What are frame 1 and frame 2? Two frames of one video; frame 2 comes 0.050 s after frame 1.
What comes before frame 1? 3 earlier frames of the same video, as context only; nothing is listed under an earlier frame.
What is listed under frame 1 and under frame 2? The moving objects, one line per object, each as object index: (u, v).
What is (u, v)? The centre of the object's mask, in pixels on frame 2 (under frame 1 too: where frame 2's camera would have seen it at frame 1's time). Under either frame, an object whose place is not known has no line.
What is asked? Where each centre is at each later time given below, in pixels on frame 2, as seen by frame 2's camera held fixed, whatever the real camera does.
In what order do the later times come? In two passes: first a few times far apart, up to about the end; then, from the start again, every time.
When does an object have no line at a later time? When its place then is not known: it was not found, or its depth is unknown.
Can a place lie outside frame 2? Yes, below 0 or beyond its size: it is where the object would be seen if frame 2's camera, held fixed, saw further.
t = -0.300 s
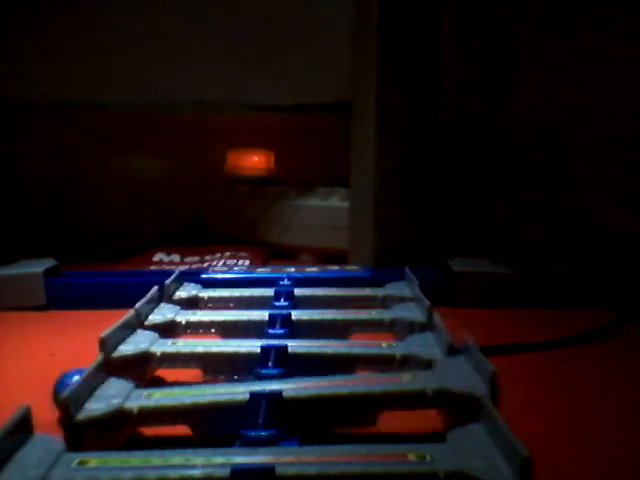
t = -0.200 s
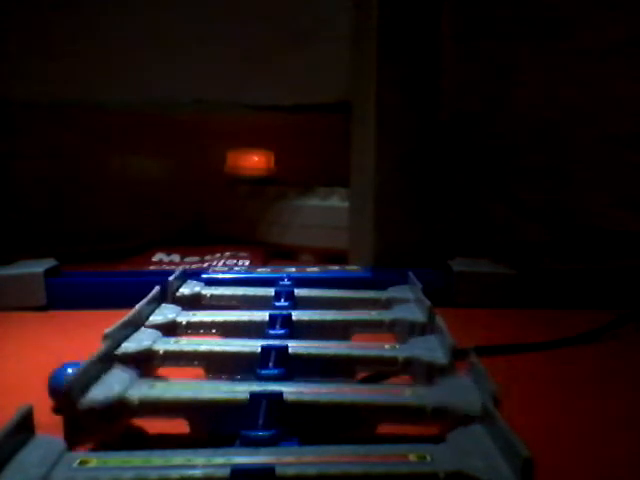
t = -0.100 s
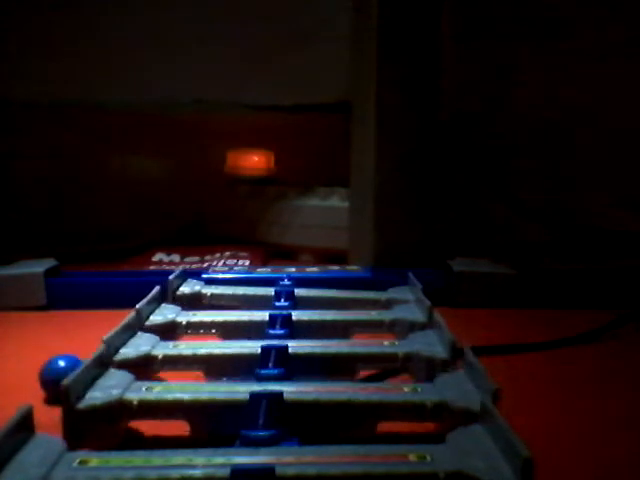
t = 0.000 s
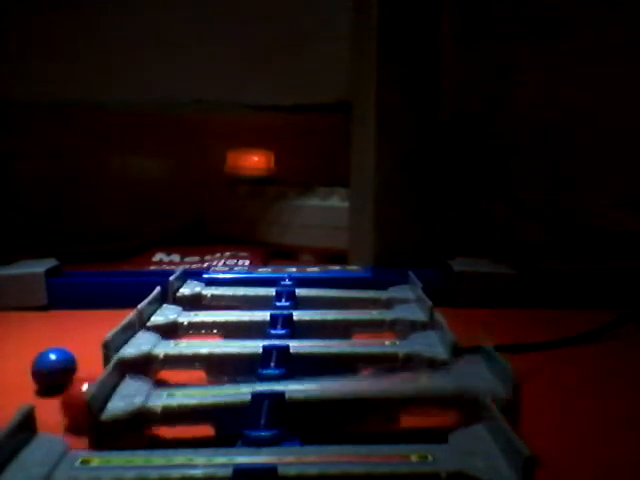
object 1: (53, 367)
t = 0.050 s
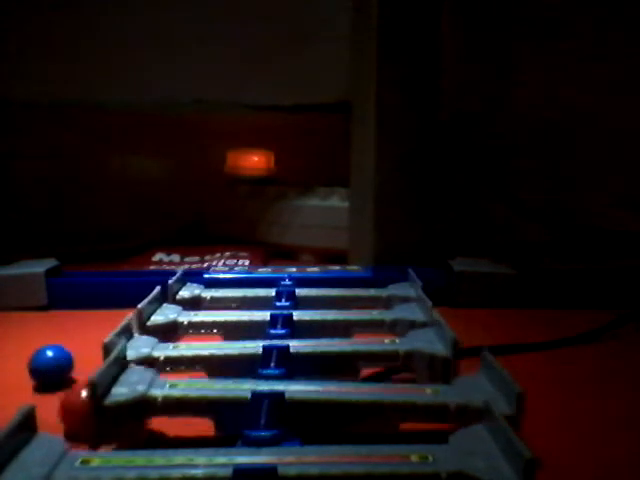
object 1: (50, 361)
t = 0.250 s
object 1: (39, 351)
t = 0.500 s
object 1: (27, 341)
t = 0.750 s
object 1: (15, 334)
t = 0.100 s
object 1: (47, 359)
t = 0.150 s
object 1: (44, 356)
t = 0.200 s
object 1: (41, 354)
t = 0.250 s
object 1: (39, 351)
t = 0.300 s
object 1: (38, 349)
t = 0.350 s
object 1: (36, 346)
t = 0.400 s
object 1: (33, 344)
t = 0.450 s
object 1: (30, 342)
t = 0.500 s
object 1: (27, 341)
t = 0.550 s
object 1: (26, 339)
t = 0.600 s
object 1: (23, 336)
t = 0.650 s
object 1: (20, 336)
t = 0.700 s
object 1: (18, 335)
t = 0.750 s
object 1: (15, 334)
